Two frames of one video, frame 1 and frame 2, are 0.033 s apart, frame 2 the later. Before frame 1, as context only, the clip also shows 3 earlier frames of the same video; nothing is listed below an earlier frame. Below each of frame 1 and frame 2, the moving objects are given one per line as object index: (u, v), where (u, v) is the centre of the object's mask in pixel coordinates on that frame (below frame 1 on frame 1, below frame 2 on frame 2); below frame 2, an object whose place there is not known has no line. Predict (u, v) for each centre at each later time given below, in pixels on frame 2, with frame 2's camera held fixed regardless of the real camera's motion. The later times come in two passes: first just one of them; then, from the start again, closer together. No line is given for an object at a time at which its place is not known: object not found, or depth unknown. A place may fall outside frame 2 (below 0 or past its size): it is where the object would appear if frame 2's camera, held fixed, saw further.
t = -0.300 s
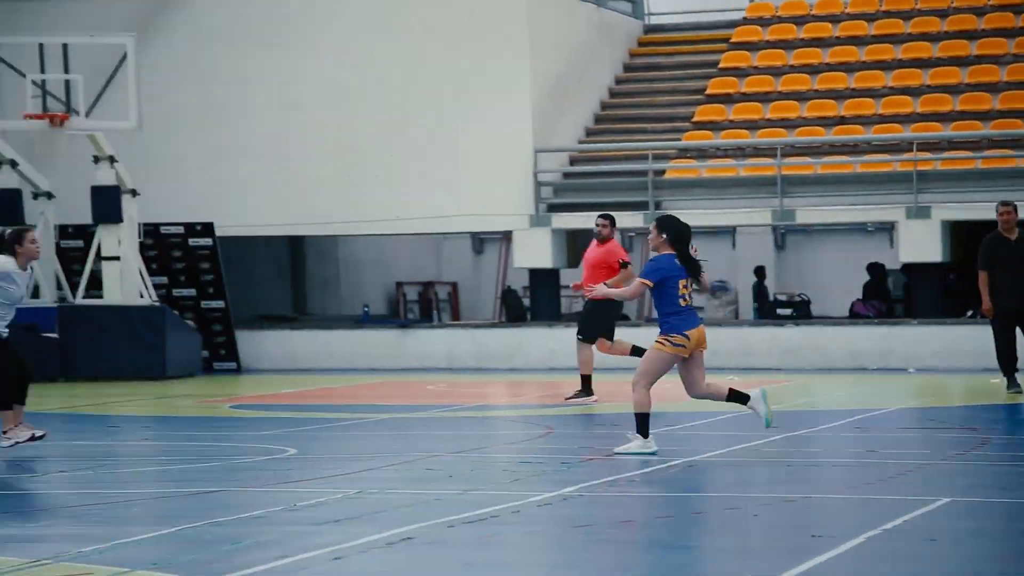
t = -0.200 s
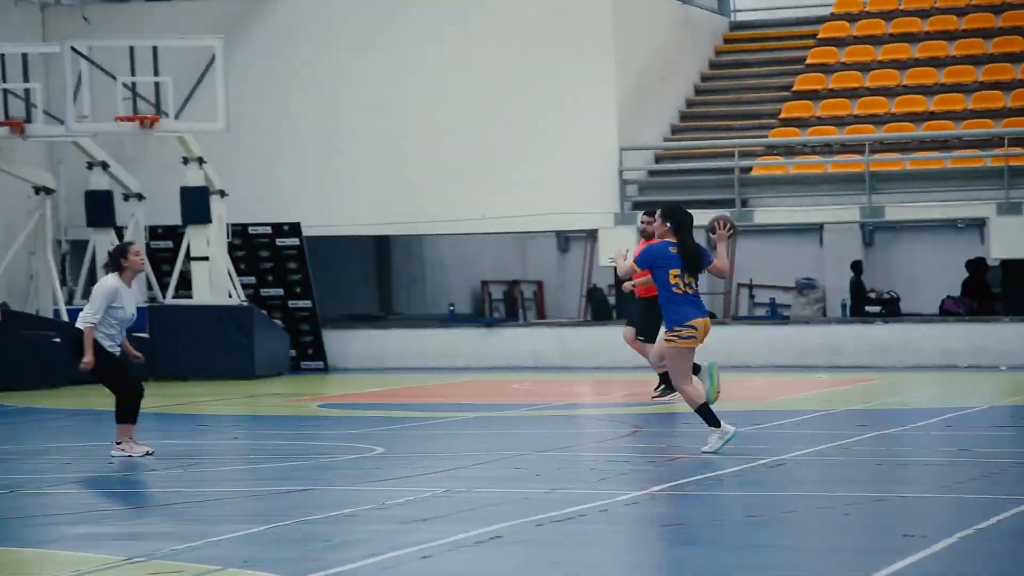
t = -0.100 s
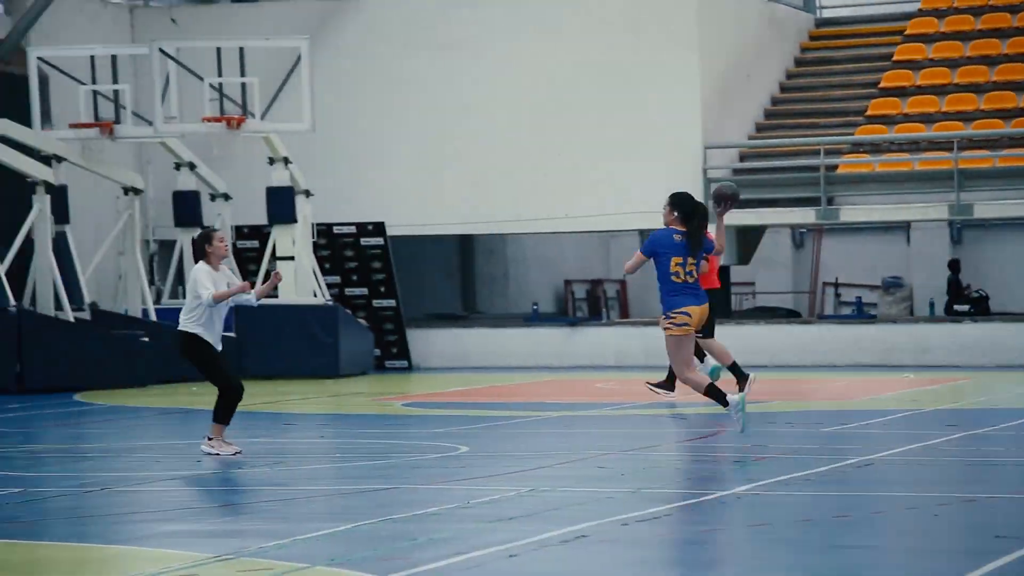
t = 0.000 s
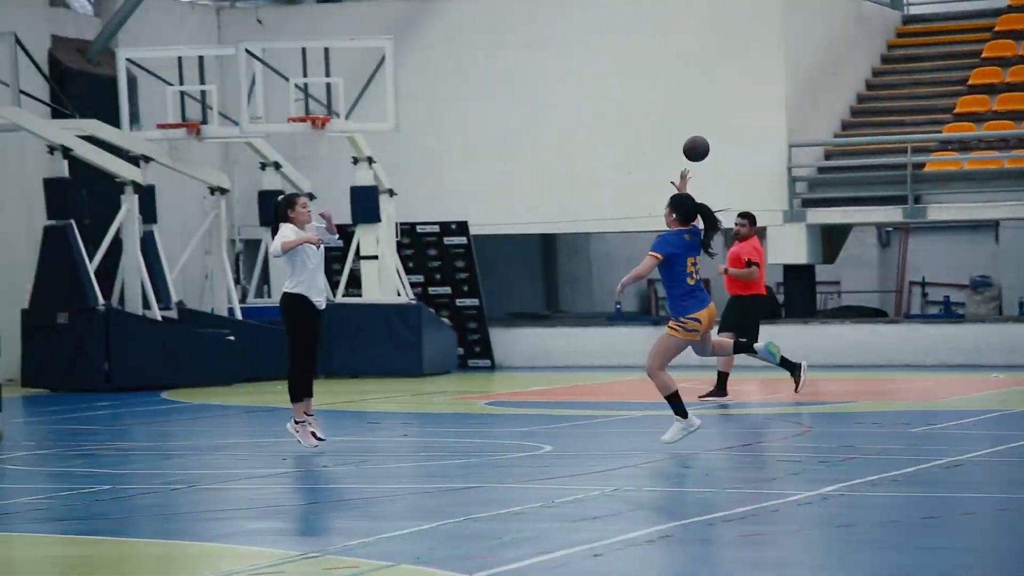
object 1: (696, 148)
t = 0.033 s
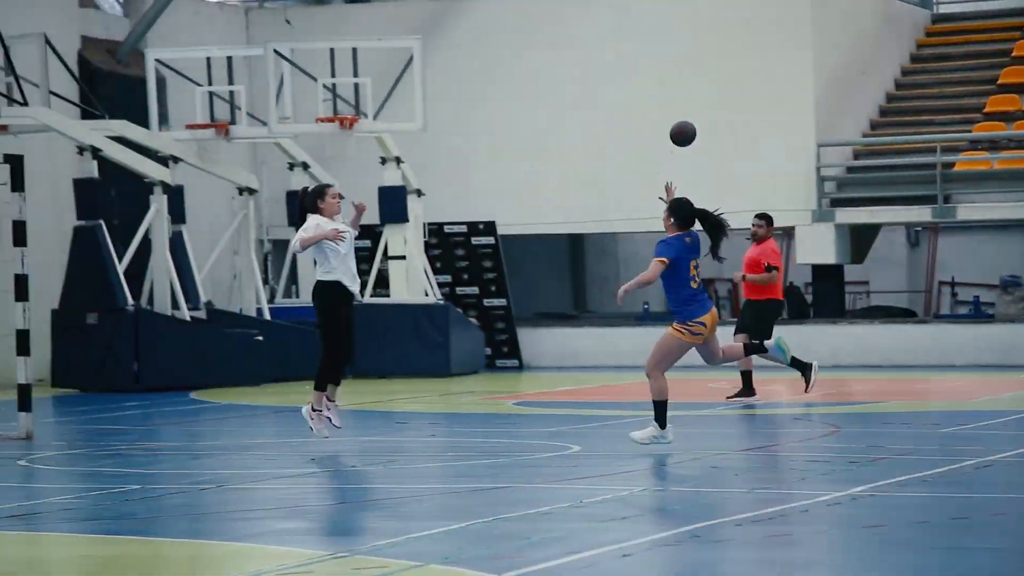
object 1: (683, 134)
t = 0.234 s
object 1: (449, 83)
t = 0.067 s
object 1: (642, 121)
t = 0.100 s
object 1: (602, 111)
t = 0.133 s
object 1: (562, 102)
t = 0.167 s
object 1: (524, 94)
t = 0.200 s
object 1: (486, 88)
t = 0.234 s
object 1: (449, 83)
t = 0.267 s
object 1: (413, 80)
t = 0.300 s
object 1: (377, 78)
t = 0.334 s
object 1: (341, 77)
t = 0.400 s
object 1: (270, 81)
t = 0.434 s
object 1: (234, 85)
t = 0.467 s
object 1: (199, 91)
